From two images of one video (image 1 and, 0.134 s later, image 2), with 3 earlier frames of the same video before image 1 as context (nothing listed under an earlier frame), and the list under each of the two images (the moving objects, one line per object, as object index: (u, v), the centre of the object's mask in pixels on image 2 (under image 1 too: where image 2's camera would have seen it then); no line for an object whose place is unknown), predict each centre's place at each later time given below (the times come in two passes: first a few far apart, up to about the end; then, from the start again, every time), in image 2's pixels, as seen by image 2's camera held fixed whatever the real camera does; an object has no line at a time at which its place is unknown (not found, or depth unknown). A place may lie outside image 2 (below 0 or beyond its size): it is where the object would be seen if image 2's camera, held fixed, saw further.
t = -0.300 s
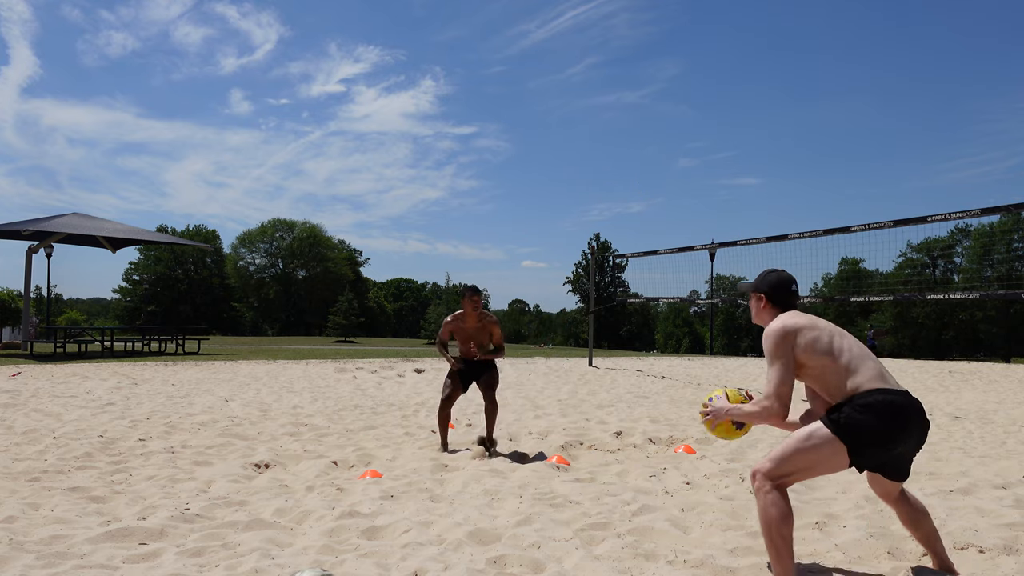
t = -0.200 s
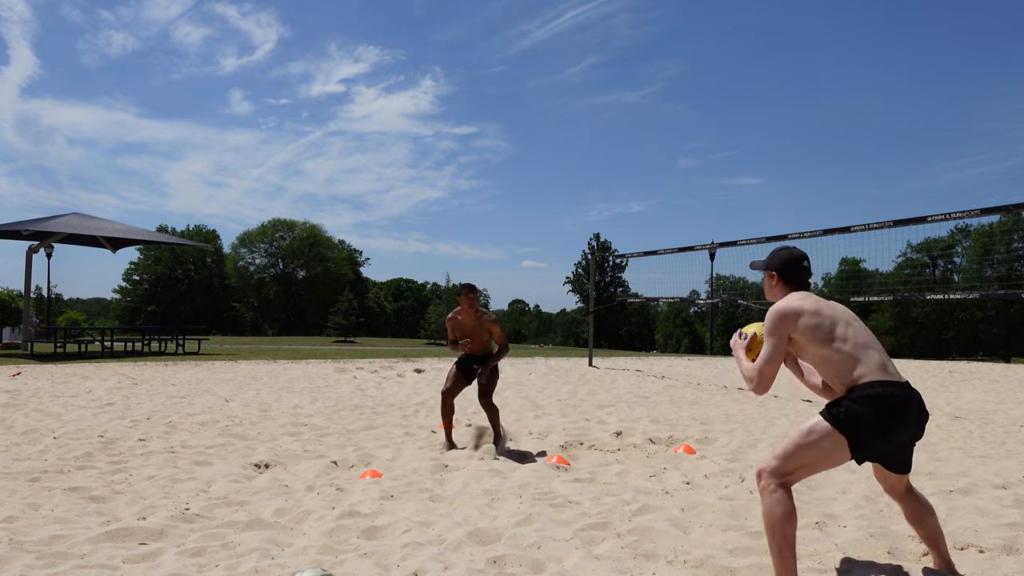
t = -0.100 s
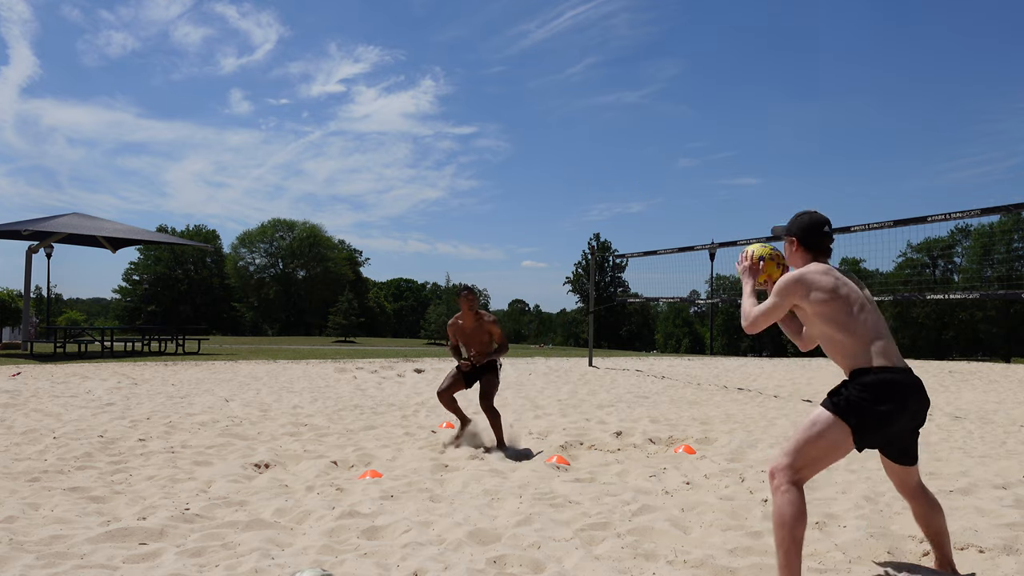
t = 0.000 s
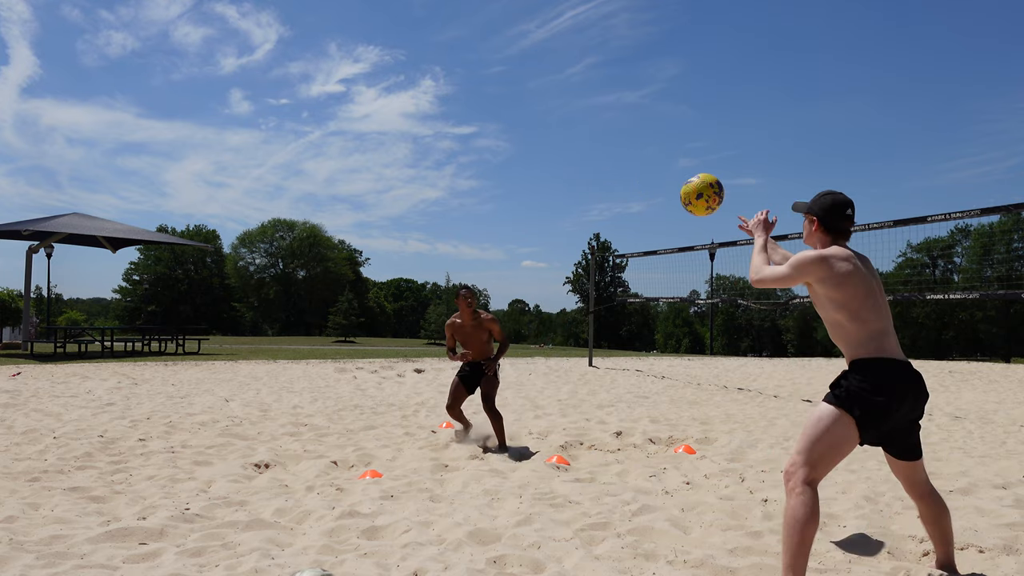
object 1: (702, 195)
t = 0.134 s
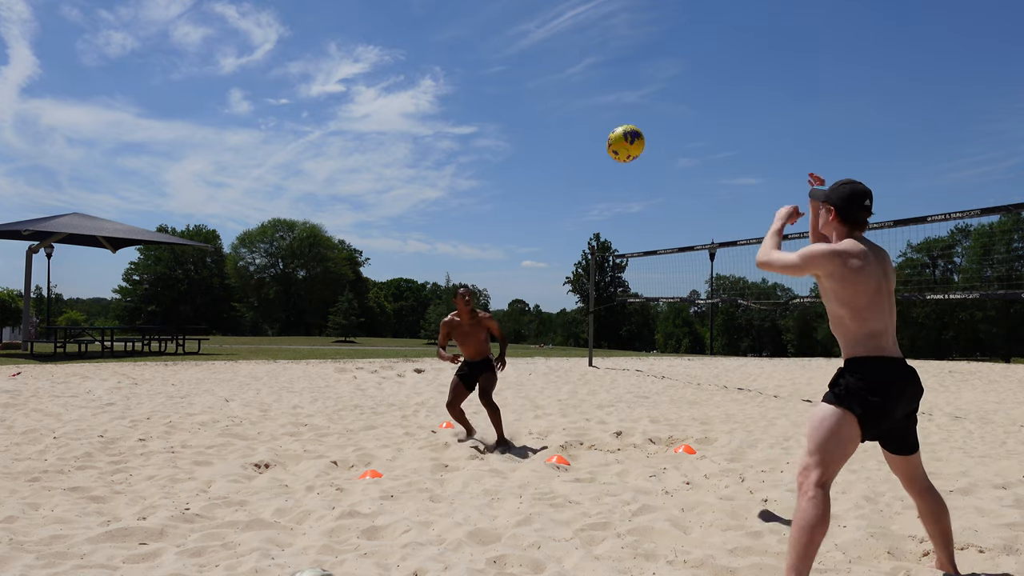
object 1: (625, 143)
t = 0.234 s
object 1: (579, 130)
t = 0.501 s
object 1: (485, 165)
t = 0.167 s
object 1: (609, 137)
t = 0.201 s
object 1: (594, 133)
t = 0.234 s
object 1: (579, 130)
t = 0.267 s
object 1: (565, 129)
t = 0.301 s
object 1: (552, 130)
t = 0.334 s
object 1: (540, 133)
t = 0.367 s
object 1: (528, 137)
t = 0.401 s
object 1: (516, 142)
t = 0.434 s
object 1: (506, 148)
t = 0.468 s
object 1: (495, 156)
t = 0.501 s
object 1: (485, 165)
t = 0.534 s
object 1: (475, 174)
